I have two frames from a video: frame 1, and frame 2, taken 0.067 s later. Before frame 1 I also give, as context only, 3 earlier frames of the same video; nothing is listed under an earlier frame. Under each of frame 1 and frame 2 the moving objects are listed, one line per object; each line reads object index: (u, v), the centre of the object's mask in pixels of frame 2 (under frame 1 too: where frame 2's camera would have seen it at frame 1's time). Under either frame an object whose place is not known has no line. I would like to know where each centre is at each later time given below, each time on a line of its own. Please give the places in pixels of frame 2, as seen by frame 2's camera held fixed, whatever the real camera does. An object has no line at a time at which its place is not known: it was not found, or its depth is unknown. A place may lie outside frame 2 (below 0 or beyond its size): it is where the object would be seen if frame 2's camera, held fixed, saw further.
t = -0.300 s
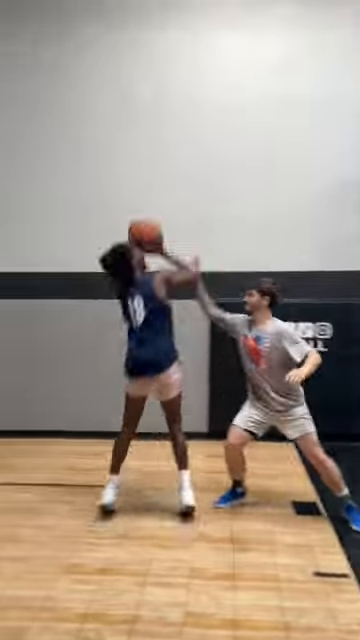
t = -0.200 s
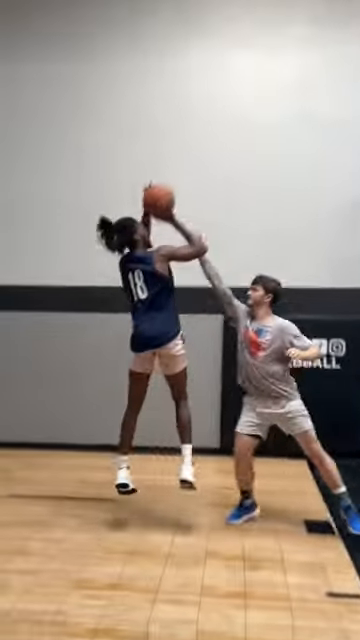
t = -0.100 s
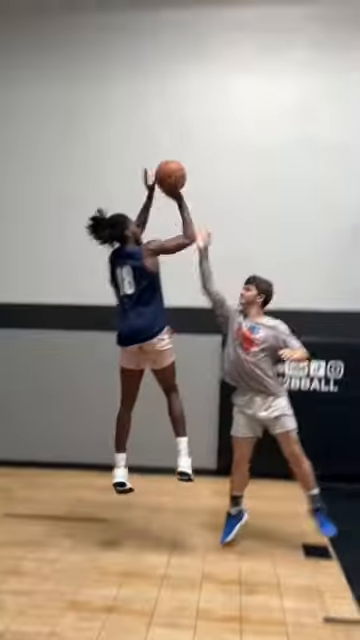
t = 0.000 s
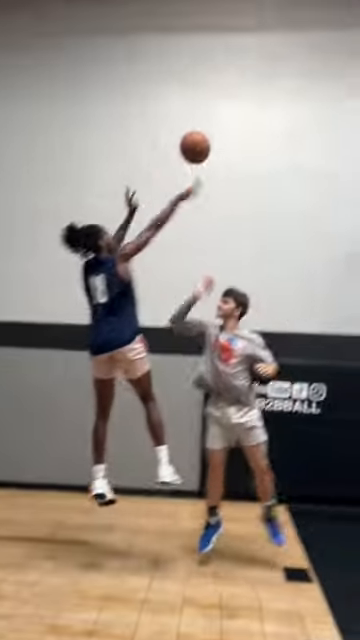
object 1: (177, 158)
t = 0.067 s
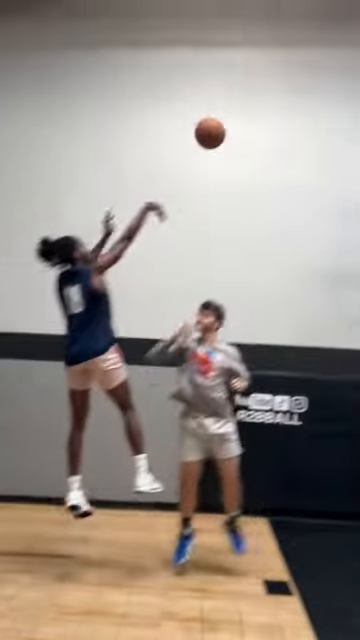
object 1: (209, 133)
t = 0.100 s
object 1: (225, 121)
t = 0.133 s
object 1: (242, 113)
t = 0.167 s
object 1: (257, 106)
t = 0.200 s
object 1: (272, 98)
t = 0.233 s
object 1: (288, 91)
